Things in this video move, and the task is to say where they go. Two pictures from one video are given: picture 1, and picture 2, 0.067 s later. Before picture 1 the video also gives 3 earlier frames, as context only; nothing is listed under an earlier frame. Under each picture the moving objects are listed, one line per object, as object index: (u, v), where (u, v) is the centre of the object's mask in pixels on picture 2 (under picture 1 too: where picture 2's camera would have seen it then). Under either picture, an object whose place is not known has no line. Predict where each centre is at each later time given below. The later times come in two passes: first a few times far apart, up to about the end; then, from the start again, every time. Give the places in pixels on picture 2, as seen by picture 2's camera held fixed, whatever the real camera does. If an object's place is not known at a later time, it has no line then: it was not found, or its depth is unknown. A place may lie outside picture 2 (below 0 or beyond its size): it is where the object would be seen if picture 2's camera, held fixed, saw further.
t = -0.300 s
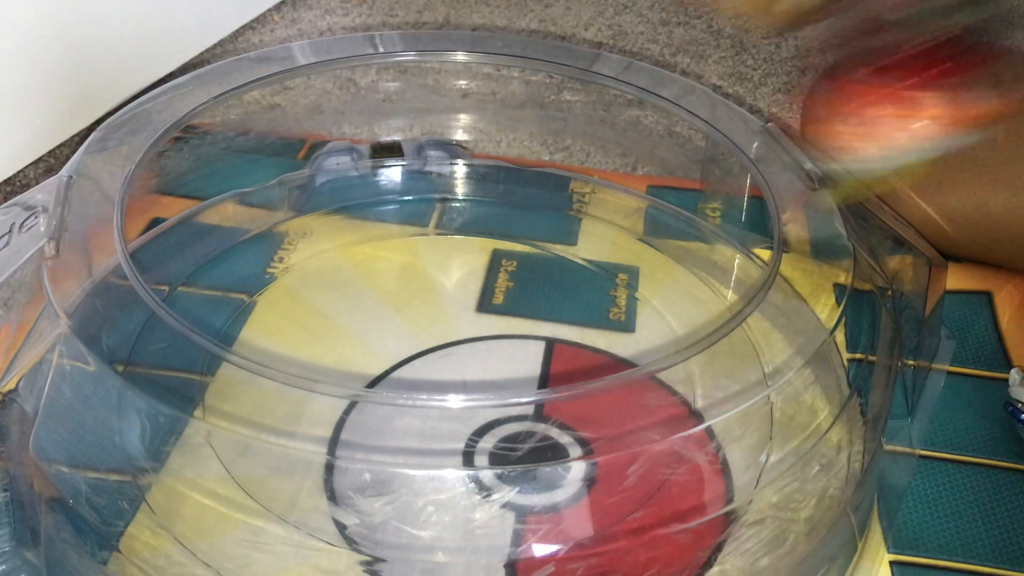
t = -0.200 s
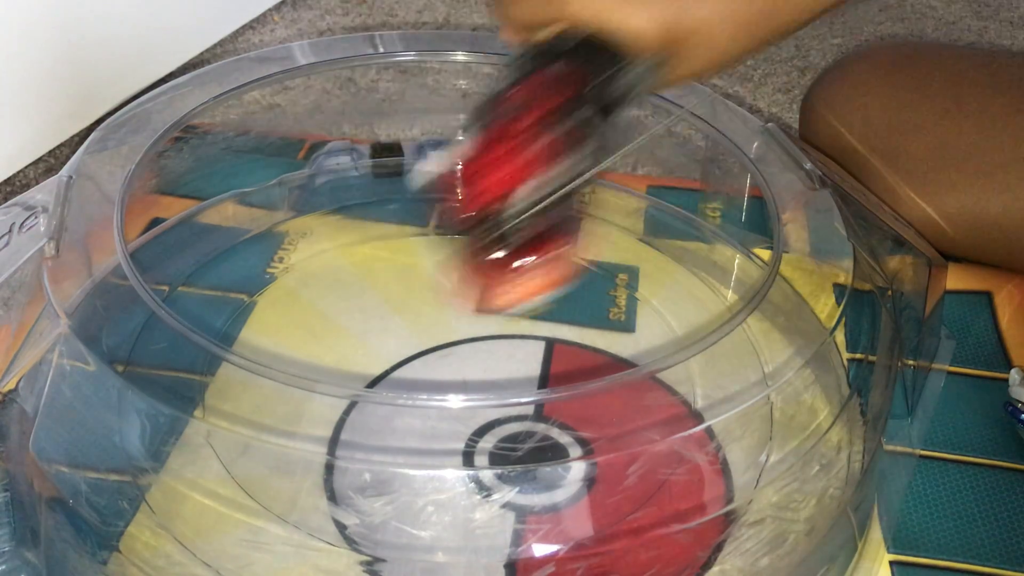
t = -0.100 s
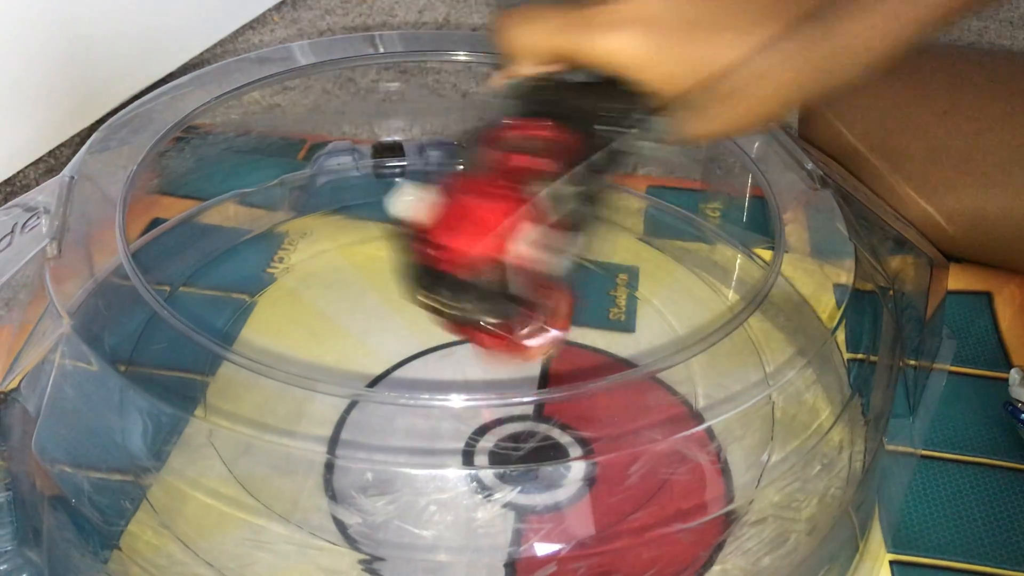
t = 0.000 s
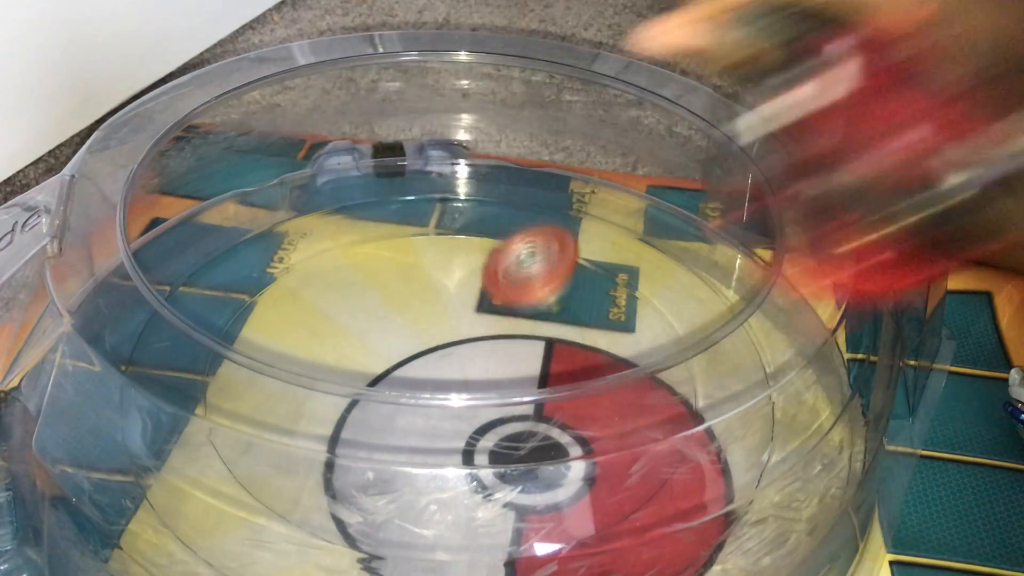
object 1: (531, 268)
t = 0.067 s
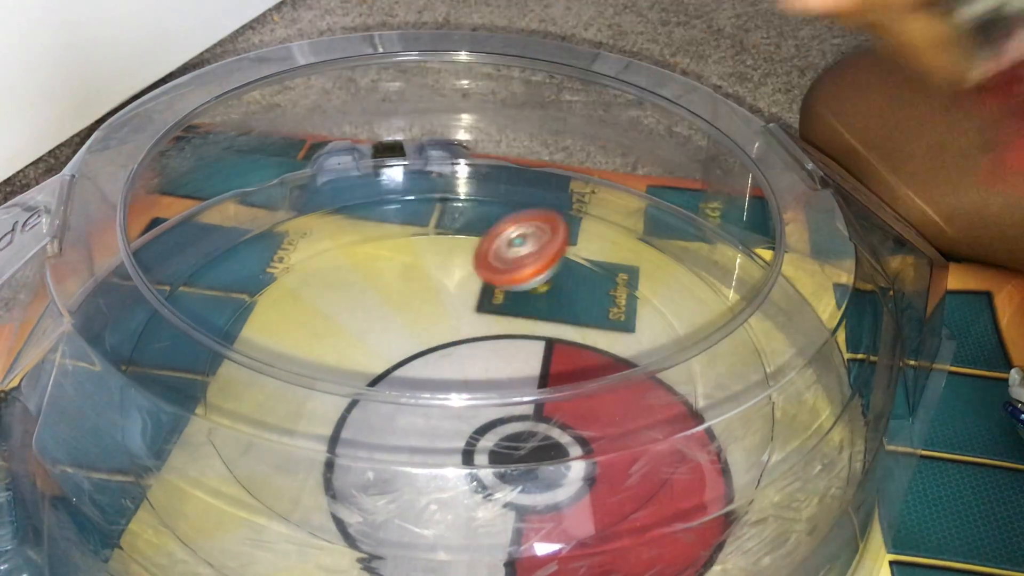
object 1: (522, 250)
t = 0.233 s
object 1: (453, 301)
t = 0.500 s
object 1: (384, 461)
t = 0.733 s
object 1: (399, 545)
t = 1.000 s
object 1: (364, 501)
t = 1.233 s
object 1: (188, 473)
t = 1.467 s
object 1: (150, 380)
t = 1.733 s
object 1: (153, 298)
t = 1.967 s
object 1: (201, 240)
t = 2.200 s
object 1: (271, 199)
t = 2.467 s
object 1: (371, 173)
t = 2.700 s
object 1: (470, 169)
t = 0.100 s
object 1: (513, 248)
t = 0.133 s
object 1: (502, 255)
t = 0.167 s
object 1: (488, 264)
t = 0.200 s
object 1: (473, 280)
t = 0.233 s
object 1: (453, 301)
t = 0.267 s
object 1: (433, 323)
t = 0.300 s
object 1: (414, 346)
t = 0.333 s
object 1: (404, 361)
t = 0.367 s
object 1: (392, 385)
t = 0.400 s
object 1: (384, 408)
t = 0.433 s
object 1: (378, 431)
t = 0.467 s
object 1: (381, 446)
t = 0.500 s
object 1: (384, 461)
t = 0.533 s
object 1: (386, 477)
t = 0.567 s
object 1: (390, 494)
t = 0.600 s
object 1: (394, 509)
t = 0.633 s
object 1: (400, 524)
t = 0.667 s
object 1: (401, 536)
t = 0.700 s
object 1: (401, 545)
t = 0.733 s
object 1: (399, 545)
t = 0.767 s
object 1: (401, 545)
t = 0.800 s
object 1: (403, 539)
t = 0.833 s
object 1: (402, 534)
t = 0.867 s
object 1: (403, 522)
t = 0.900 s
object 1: (399, 513)
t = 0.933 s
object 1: (392, 510)
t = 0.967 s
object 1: (380, 504)
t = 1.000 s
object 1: (364, 501)
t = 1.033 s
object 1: (346, 496)
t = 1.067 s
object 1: (325, 494)
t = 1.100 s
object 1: (299, 498)
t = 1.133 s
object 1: (271, 494)
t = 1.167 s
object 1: (233, 491)
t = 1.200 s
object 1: (204, 486)
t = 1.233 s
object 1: (188, 473)
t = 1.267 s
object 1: (184, 464)
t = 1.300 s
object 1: (187, 447)
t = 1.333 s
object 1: (187, 432)
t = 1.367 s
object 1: (182, 416)
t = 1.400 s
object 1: (174, 405)
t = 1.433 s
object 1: (162, 397)
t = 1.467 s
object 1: (150, 380)
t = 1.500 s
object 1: (137, 367)
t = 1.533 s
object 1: (135, 361)
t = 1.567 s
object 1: (146, 347)
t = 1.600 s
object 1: (144, 344)
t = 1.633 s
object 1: (142, 334)
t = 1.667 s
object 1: (151, 322)
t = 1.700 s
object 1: (152, 310)
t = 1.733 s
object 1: (153, 298)
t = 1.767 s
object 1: (161, 290)
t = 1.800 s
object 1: (170, 284)
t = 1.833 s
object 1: (186, 275)
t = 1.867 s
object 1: (188, 268)
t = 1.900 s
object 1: (190, 260)
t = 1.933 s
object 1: (195, 250)
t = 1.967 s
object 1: (201, 240)
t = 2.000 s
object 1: (210, 236)
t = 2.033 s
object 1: (219, 234)
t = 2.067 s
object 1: (227, 230)
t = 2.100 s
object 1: (237, 224)
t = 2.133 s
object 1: (248, 217)
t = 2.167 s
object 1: (260, 208)
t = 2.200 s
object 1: (271, 199)
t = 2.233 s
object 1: (282, 195)
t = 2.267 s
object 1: (291, 194)
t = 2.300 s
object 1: (300, 193)
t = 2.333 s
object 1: (312, 190)
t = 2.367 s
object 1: (325, 186)
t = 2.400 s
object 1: (339, 182)
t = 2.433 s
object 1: (356, 176)
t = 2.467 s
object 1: (371, 173)
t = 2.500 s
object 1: (384, 172)
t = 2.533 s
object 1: (394, 173)
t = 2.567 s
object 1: (406, 173)
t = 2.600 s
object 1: (420, 171)
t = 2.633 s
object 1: (438, 171)
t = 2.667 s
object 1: (454, 169)
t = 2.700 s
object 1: (470, 169)
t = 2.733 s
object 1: (481, 171)
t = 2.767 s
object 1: (492, 174)
